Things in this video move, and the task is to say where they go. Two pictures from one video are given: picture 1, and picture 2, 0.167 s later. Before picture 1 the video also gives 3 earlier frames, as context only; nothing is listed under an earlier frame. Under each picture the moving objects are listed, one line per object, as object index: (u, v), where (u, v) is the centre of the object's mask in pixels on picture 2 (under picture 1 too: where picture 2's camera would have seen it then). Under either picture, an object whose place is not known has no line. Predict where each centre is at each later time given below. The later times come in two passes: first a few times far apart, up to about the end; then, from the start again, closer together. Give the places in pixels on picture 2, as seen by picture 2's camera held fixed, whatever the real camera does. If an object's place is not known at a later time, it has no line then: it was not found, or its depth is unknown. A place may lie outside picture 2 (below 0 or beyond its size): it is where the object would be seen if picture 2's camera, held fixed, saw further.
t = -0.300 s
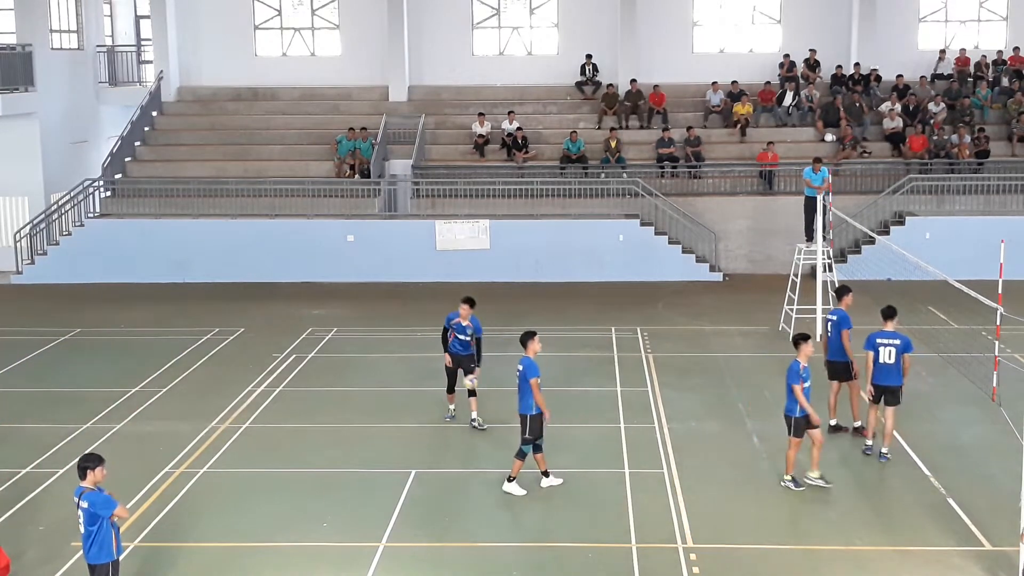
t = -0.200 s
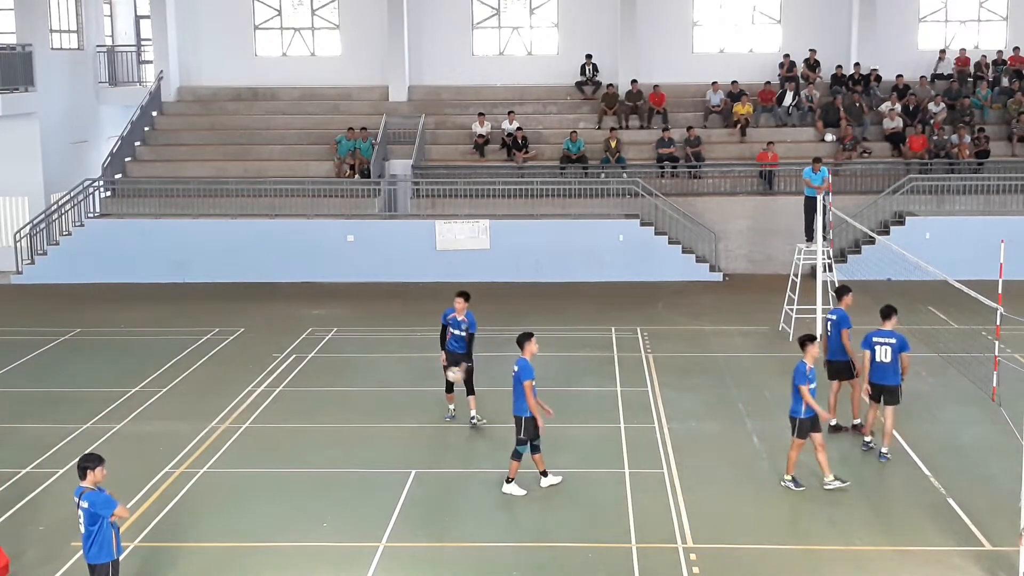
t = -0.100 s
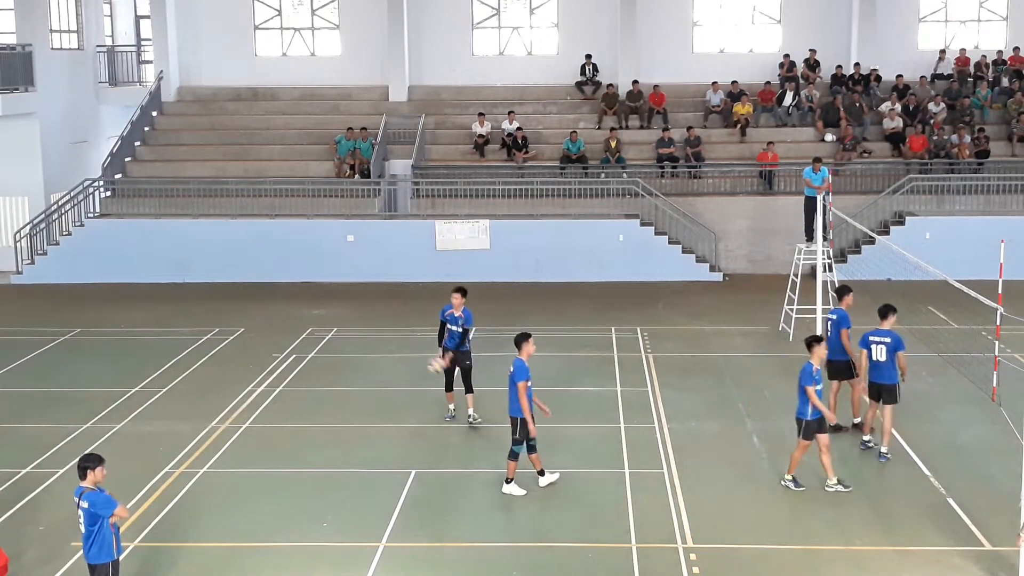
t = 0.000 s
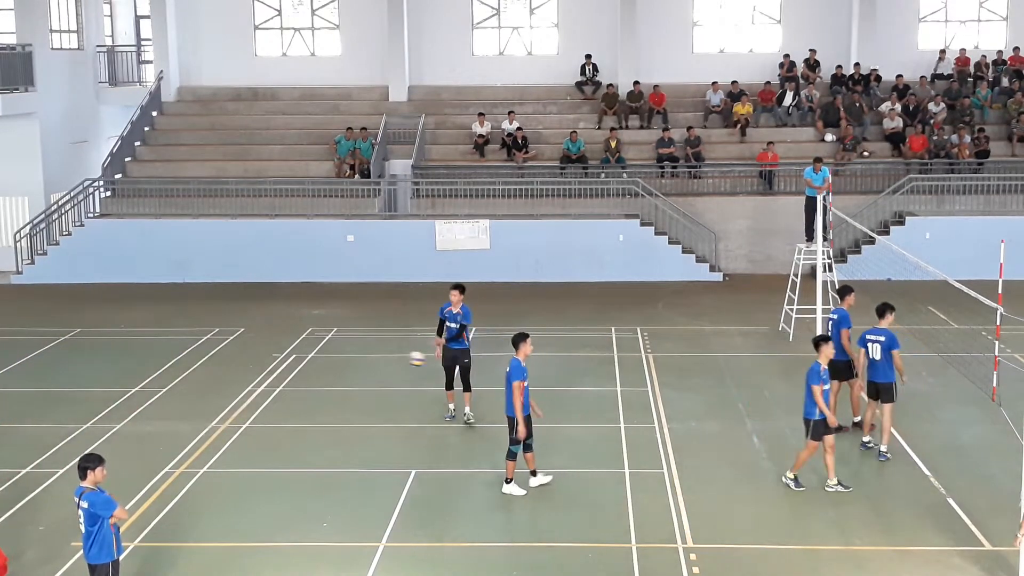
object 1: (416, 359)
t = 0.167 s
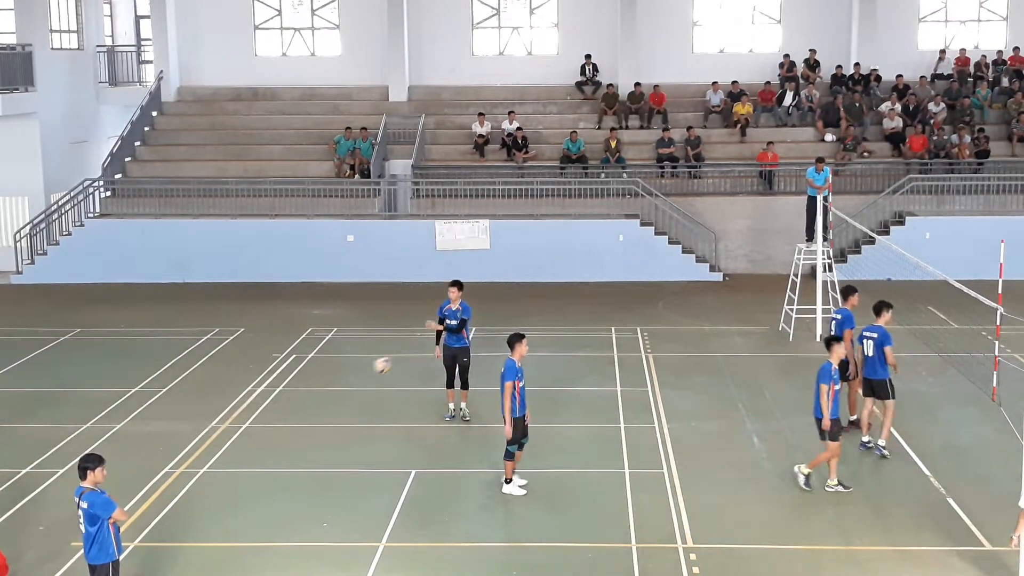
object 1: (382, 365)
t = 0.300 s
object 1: (356, 383)
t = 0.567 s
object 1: (306, 430)
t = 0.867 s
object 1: (263, 399)
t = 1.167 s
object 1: (224, 433)
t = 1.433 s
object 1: (187, 428)
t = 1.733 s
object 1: (146, 442)
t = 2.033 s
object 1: (103, 445)
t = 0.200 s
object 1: (375, 368)
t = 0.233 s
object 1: (368, 373)
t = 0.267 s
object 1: (362, 378)
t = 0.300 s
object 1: (356, 383)
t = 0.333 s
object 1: (349, 391)
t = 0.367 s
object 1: (342, 398)
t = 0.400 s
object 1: (335, 406)
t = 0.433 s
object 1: (328, 415)
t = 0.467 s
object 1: (322, 426)
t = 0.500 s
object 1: (315, 438)
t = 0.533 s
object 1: (310, 438)
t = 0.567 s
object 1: (306, 430)
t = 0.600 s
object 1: (301, 422)
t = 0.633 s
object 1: (296, 416)
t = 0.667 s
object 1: (291, 412)
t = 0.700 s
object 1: (286, 408)
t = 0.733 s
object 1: (283, 404)
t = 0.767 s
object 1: (279, 401)
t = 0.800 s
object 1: (273, 399)
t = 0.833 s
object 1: (267, 398)
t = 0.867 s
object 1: (263, 399)
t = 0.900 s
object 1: (259, 399)
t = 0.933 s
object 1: (255, 401)
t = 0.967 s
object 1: (251, 401)
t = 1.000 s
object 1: (246, 405)
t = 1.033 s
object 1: (241, 409)
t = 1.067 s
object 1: (237, 414)
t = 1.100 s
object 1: (233, 419)
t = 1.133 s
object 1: (230, 426)
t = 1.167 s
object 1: (224, 433)
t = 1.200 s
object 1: (219, 441)
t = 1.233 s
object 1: (215, 452)
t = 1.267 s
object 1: (211, 451)
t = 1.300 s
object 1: (207, 444)
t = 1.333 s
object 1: (202, 438)
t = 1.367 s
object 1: (196, 434)
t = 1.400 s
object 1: (192, 431)
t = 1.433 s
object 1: (187, 428)
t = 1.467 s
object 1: (183, 427)
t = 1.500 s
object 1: (178, 425)
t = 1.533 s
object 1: (174, 425)
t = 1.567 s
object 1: (169, 426)
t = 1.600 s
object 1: (164, 427)
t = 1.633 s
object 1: (159, 429)
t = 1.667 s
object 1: (154, 433)
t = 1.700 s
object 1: (150, 438)
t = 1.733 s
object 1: (146, 442)
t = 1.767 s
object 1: (142, 447)
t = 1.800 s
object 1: (138, 453)
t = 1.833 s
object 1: (133, 462)
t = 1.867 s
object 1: (128, 462)
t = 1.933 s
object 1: (118, 453)
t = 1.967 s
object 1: (113, 449)
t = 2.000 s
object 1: (109, 447)
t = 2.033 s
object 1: (103, 445)
